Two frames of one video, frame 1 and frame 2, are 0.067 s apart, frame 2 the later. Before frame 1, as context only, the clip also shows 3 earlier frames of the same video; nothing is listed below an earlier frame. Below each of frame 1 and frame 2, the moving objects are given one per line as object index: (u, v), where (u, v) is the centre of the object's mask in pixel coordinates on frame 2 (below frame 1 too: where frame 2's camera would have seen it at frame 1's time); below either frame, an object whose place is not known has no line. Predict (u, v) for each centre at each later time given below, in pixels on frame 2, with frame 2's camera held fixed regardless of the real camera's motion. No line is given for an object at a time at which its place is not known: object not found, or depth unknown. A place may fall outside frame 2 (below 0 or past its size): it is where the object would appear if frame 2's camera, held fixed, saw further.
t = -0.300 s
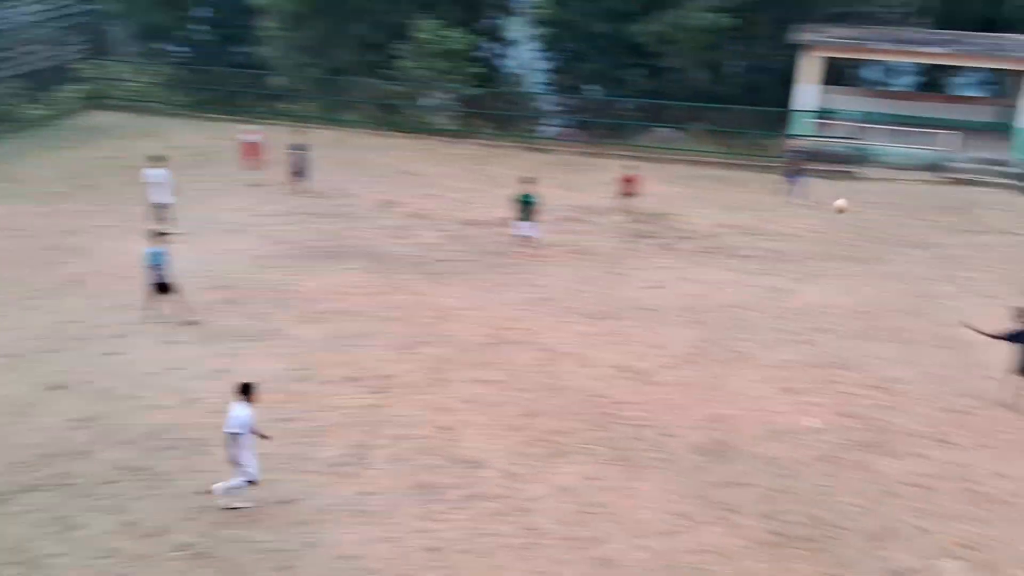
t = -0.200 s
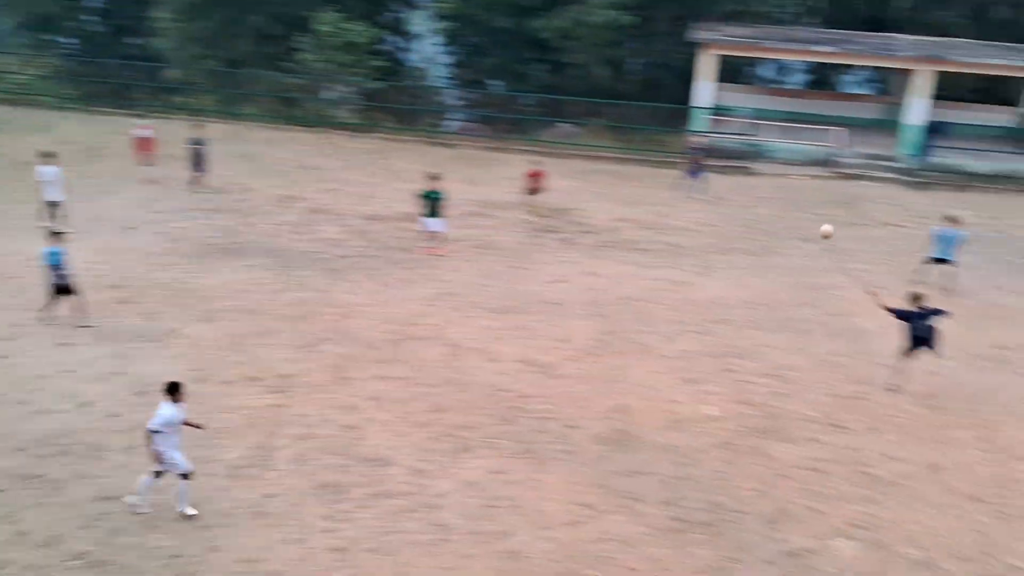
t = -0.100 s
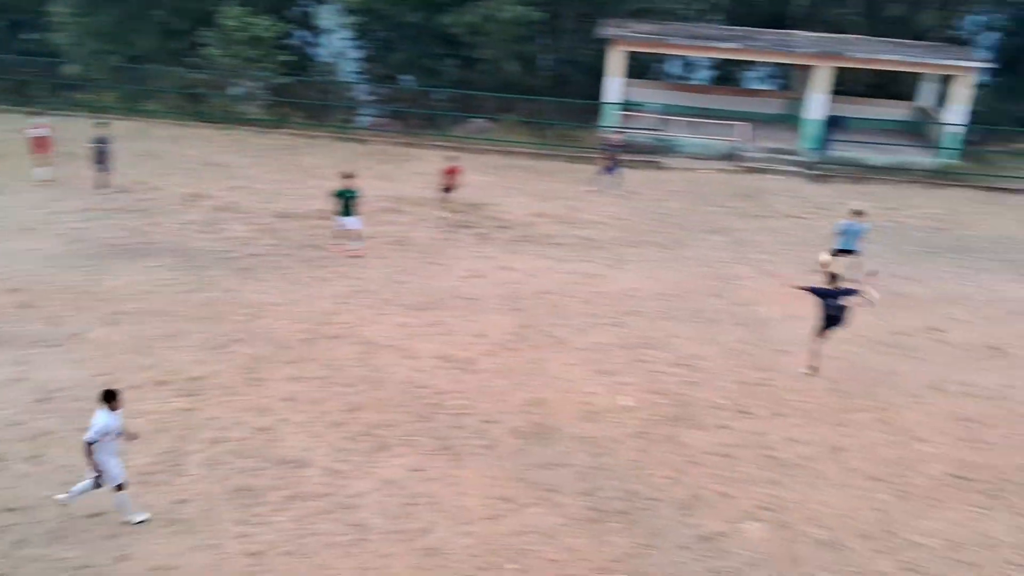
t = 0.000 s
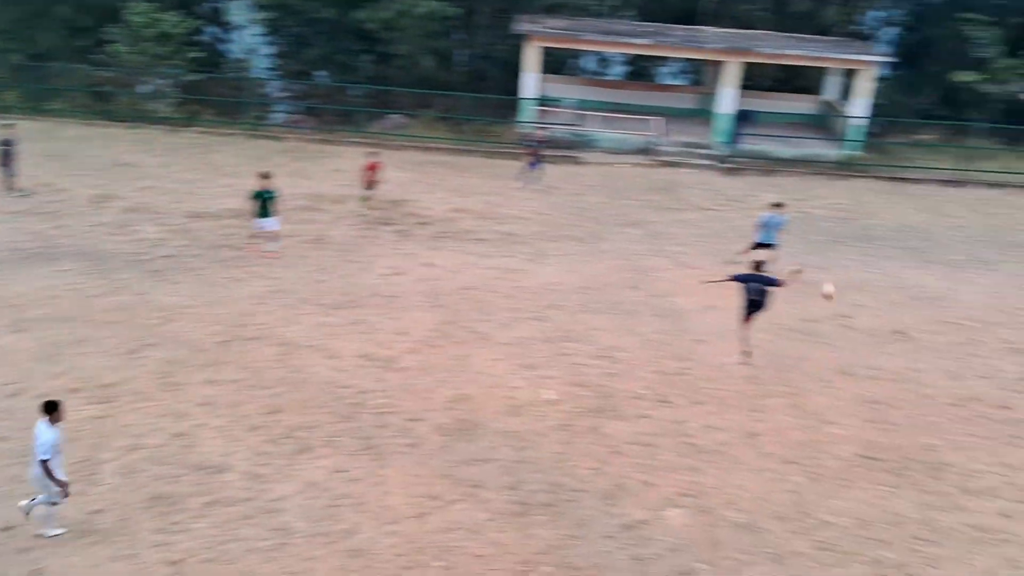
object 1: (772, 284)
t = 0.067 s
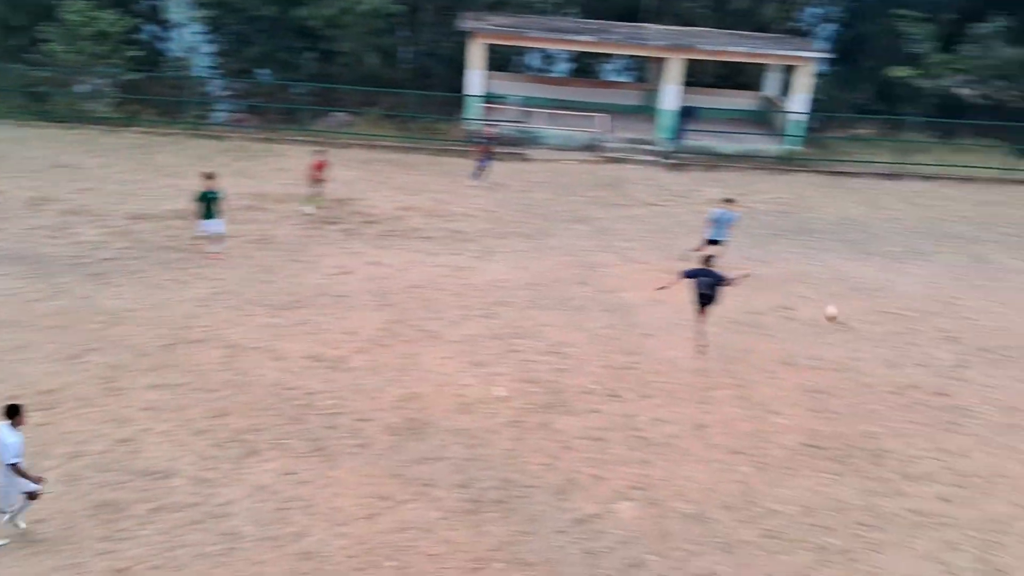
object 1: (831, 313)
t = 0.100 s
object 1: (860, 329)
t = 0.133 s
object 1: (891, 346)
